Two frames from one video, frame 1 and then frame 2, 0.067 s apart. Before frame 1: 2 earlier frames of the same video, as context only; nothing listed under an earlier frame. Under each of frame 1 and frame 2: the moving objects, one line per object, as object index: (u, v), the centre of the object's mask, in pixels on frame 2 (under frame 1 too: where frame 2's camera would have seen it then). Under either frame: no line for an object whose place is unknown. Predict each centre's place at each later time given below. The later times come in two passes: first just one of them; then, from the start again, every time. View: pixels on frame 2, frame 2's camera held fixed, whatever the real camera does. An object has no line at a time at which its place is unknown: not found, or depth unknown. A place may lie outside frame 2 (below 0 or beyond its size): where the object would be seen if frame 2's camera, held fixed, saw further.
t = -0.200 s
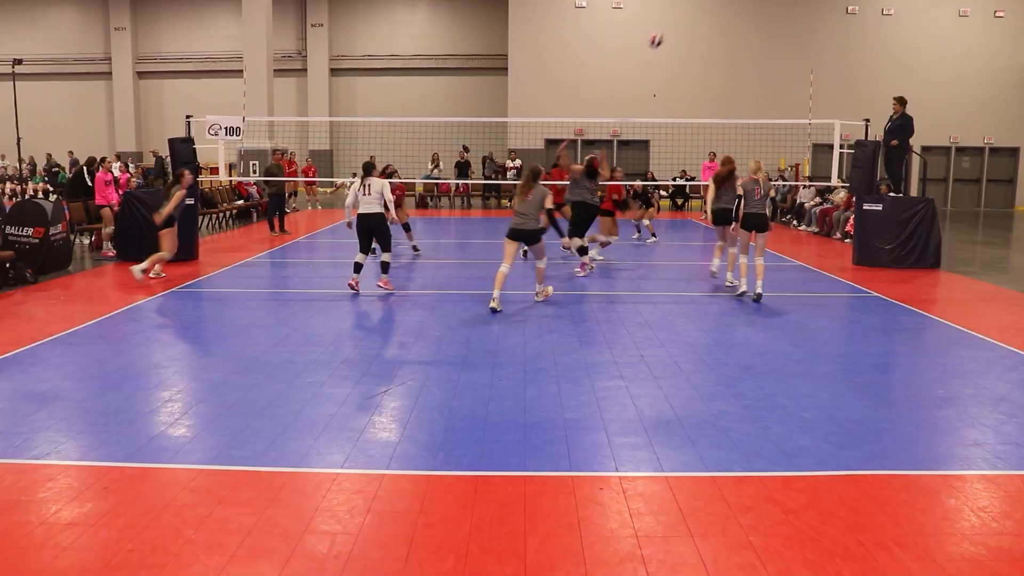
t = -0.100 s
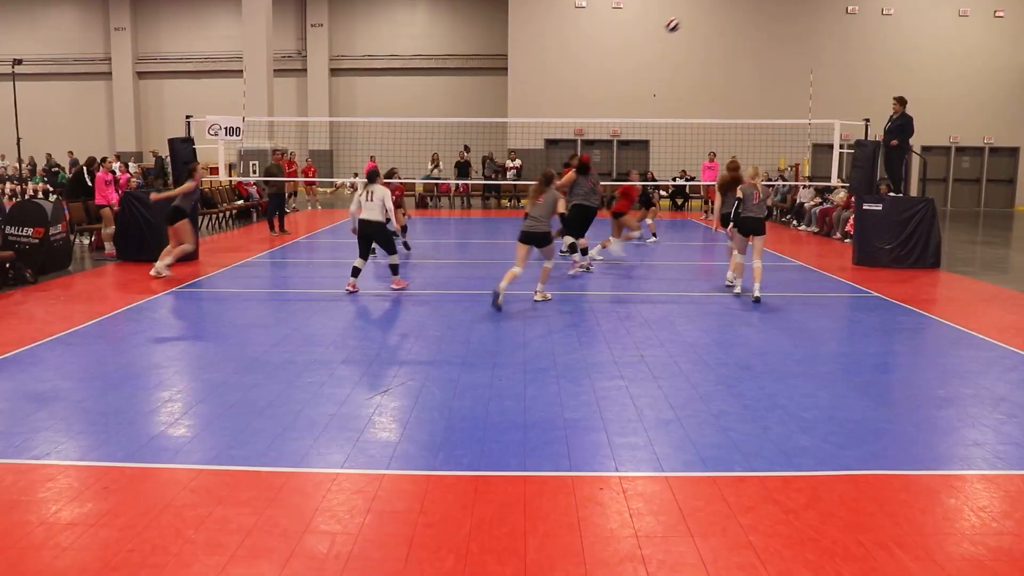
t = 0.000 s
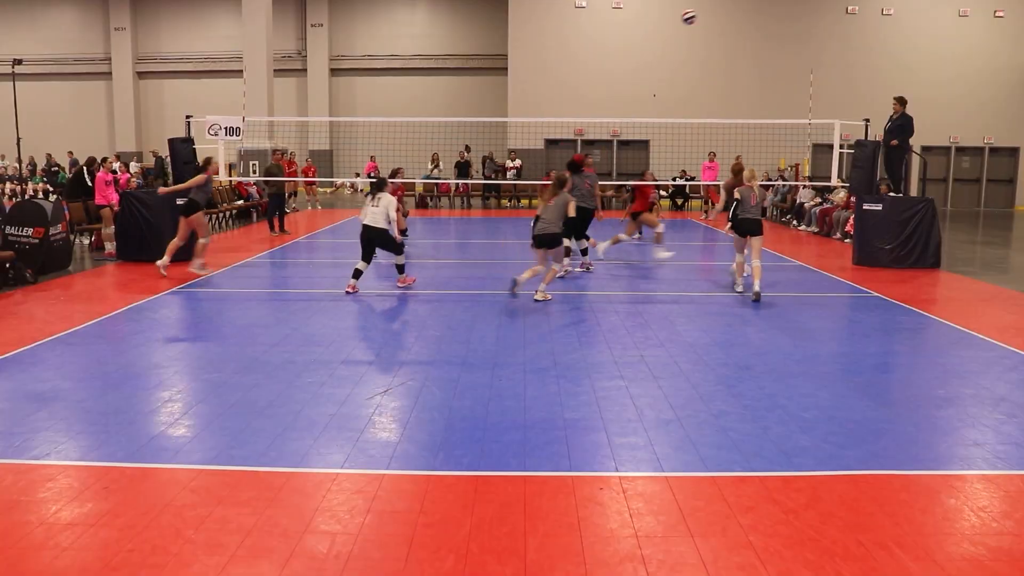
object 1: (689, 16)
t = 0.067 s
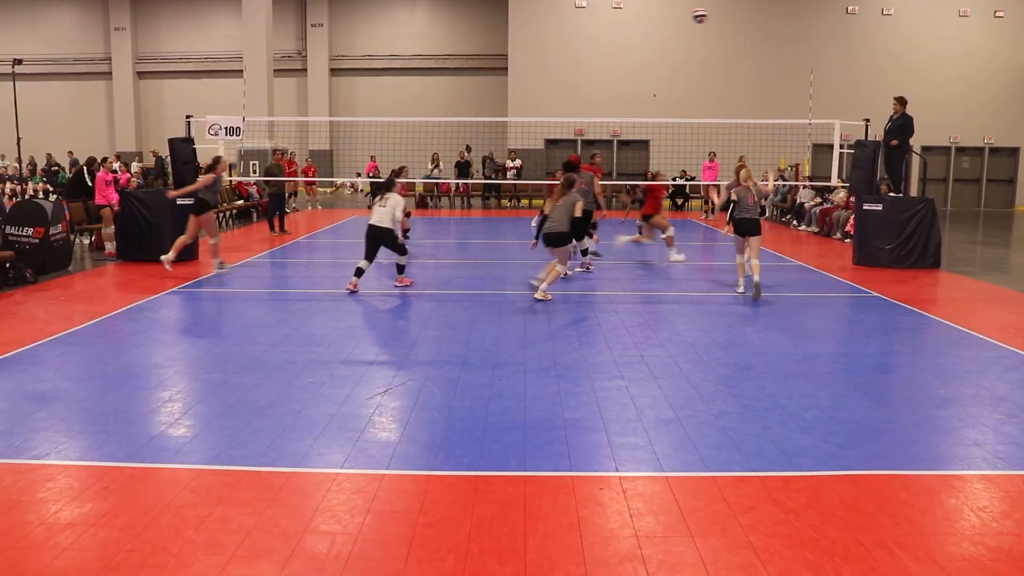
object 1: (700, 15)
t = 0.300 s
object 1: (735, 35)
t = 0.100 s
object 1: (705, 16)
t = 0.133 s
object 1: (710, 17)
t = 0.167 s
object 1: (715, 19)
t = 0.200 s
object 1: (720, 22)
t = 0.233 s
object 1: (726, 26)
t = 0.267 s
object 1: (730, 30)
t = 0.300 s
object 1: (735, 35)
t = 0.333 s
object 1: (740, 41)
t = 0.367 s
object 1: (745, 47)
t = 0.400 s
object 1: (750, 55)
